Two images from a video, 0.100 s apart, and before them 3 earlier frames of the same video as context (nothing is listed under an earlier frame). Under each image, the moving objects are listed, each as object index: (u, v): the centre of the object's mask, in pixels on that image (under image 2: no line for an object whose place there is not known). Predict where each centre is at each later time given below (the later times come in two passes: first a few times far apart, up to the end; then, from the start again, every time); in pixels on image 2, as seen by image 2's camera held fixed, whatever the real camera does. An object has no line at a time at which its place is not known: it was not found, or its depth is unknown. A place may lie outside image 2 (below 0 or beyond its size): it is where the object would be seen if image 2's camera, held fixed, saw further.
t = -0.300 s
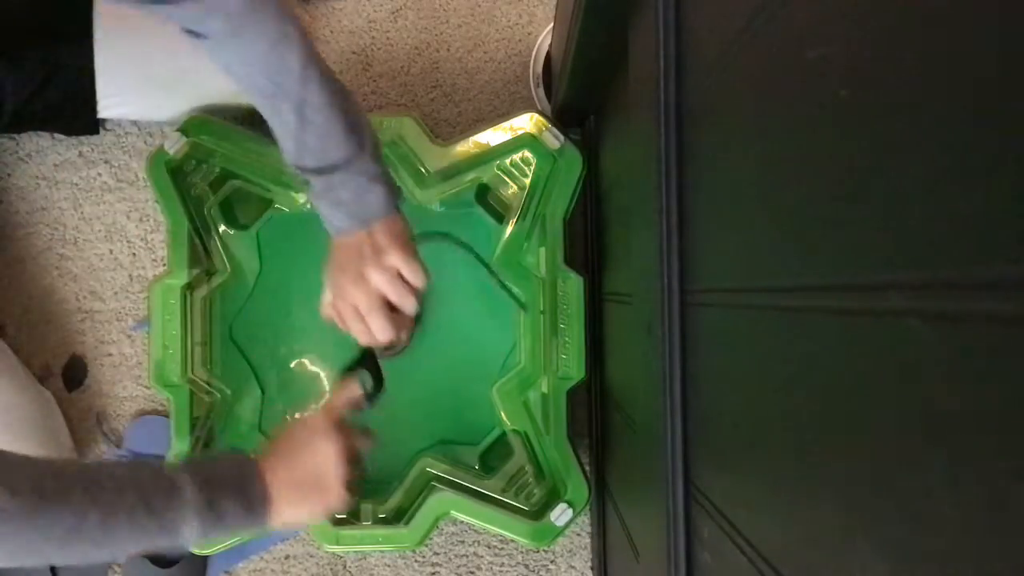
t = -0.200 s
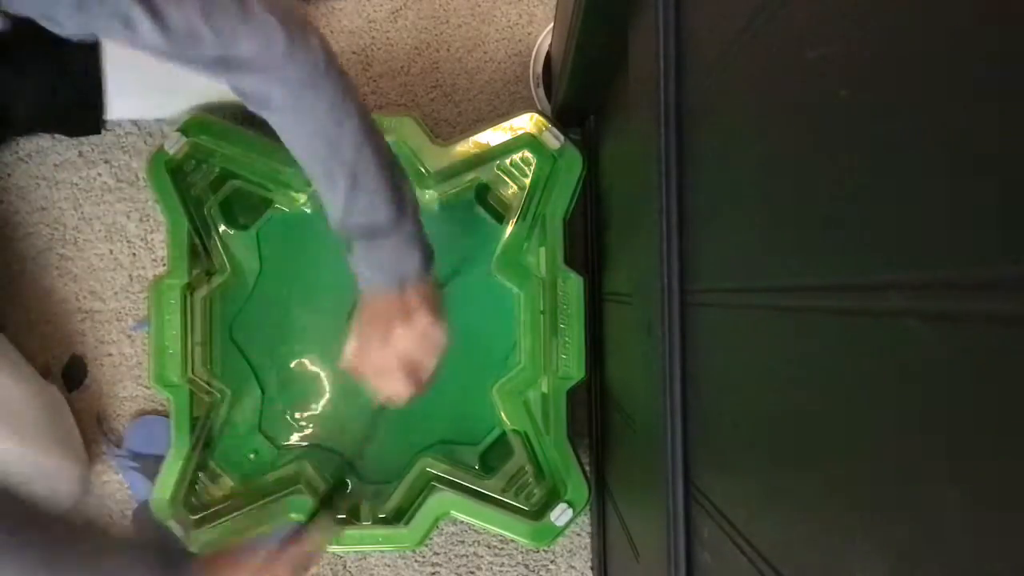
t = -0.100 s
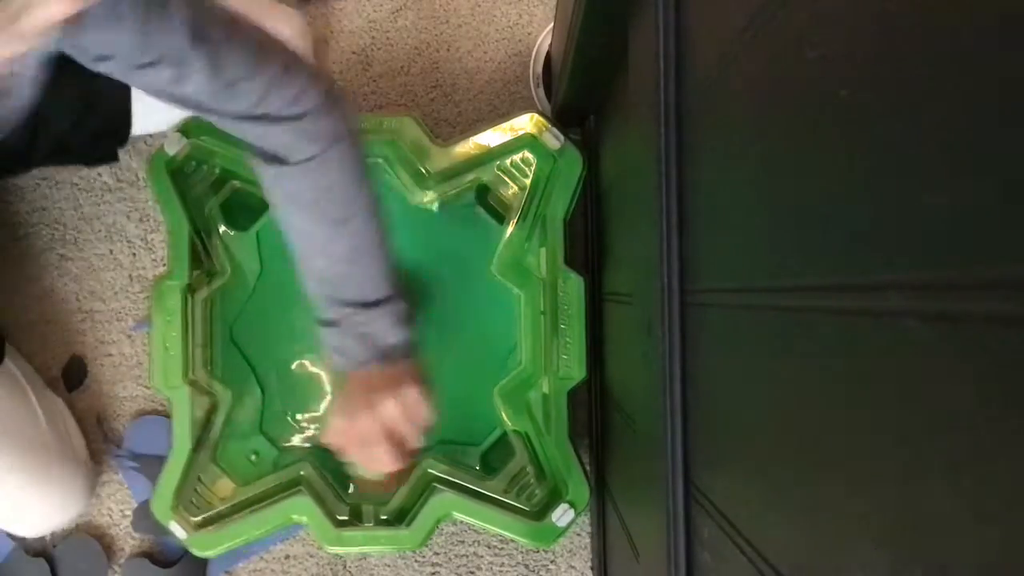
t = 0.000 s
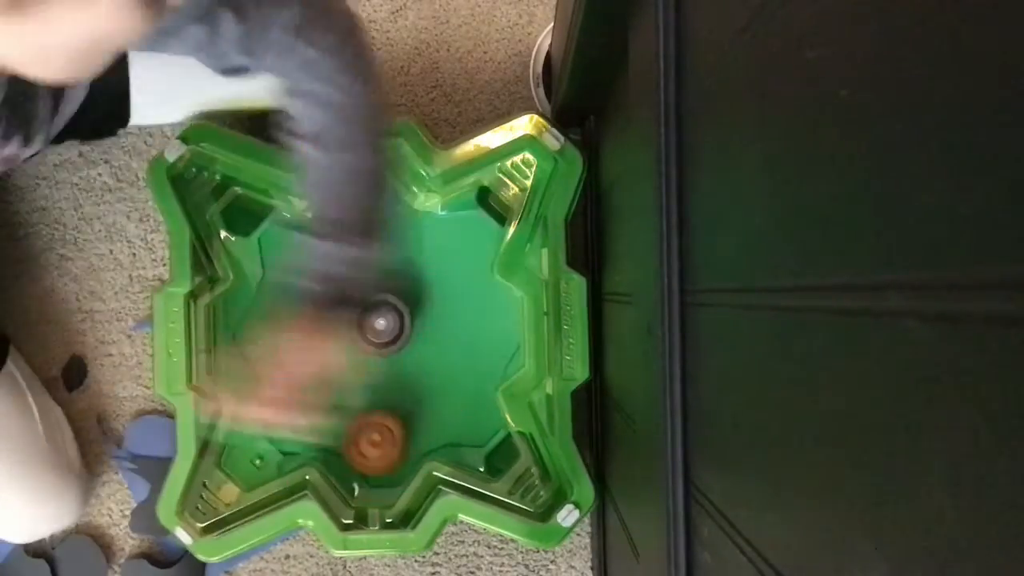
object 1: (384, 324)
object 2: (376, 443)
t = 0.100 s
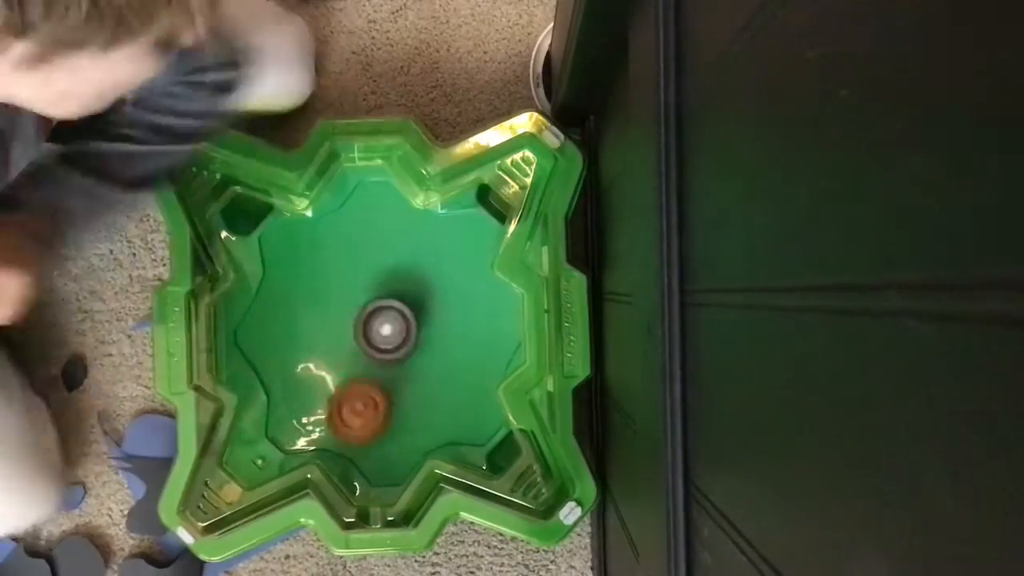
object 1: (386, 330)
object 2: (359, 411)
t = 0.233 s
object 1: (425, 300)
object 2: (294, 399)
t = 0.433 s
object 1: (468, 281)
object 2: (252, 431)
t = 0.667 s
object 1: (437, 325)
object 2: (252, 419)
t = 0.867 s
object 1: (380, 327)
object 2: (245, 420)
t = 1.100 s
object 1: (350, 297)
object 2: (259, 421)
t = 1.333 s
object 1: (369, 276)
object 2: (316, 327)
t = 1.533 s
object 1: (398, 285)
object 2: (315, 307)
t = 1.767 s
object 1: (392, 328)
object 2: (323, 329)
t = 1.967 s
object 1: (450, 362)
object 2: (321, 319)
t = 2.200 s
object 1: (424, 405)
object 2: (341, 306)
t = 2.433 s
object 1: (384, 363)
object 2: (350, 288)
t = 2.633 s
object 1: (382, 345)
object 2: (339, 266)
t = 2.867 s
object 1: (398, 341)
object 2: (353, 291)
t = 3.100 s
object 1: (407, 352)
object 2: (364, 271)
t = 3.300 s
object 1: (400, 350)
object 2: (366, 278)
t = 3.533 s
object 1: (395, 355)
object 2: (371, 288)
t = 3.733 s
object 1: (389, 370)
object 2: (373, 280)
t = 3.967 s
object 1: (375, 376)
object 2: (393, 275)
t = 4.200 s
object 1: (363, 359)
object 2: (377, 280)
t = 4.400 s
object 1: (356, 372)
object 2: (397, 277)
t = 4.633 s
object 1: (369, 354)
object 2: (397, 287)
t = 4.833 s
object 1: (373, 362)
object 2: (403, 289)
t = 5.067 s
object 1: (369, 368)
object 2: (413, 277)
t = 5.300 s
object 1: (369, 355)
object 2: (382, 277)
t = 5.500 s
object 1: (374, 372)
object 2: (387, 306)
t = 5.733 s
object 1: (350, 434)
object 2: (393, 211)
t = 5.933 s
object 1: (364, 361)
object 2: (340, 240)
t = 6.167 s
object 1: (424, 365)
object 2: (338, 299)
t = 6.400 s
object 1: (447, 346)
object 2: (388, 310)
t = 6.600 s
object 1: (455, 324)
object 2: (386, 276)
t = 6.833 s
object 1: (433, 288)
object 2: (369, 307)
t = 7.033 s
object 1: (413, 269)
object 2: (396, 358)
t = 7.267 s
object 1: (367, 273)
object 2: (434, 333)
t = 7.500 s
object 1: (311, 293)
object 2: (395, 313)
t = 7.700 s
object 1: (294, 318)
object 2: (385, 347)
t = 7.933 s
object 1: (318, 358)
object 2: (402, 352)
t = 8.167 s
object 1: (358, 389)
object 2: (388, 327)
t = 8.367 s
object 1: (376, 392)
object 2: (358, 319)
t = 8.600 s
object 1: (411, 364)
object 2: (344, 338)
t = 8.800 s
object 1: (436, 340)
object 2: (362, 333)
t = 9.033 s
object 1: (439, 318)
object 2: (351, 319)
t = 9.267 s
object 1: (418, 298)
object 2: (358, 326)
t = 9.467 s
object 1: (403, 289)
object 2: (359, 351)
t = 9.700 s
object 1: (381, 272)
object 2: (378, 386)
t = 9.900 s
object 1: (384, 249)
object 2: (405, 440)
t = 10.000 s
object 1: (383, 266)
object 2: (423, 435)
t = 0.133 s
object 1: (387, 332)
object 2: (354, 400)
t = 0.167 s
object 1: (391, 332)
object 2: (345, 389)
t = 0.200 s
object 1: (410, 314)
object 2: (319, 393)
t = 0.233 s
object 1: (425, 300)
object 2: (294, 399)
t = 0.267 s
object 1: (437, 288)
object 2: (271, 405)
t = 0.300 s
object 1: (448, 280)
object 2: (260, 412)
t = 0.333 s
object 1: (454, 276)
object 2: (255, 417)
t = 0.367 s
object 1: (460, 275)
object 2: (246, 421)
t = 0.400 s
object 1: (465, 277)
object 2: (243, 426)
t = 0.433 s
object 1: (468, 281)
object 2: (252, 431)
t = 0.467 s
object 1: (470, 287)
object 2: (253, 432)
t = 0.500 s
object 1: (470, 294)
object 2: (253, 430)
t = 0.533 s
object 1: (467, 301)
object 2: (244, 425)
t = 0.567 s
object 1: (462, 308)
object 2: (242, 422)
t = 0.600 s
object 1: (455, 315)
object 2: (245, 420)
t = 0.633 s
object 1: (447, 320)
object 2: (250, 419)
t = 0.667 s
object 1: (437, 325)
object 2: (252, 419)
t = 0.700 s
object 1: (428, 327)
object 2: (253, 420)
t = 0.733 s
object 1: (418, 329)
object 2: (253, 418)
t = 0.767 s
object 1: (408, 330)
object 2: (252, 417)
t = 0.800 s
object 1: (398, 329)
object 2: (251, 416)
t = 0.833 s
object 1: (389, 328)
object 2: (249, 417)
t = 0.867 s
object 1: (380, 327)
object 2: (245, 420)
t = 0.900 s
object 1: (372, 325)
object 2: (242, 425)
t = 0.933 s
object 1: (366, 322)
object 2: (241, 431)
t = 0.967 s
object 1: (361, 319)
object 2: (244, 438)
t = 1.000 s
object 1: (358, 314)
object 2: (246, 442)
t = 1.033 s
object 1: (354, 308)
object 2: (253, 441)
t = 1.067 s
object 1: (351, 302)
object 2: (256, 434)
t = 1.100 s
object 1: (350, 297)
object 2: (259, 421)
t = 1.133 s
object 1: (349, 292)
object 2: (263, 403)
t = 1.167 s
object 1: (349, 289)
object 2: (269, 384)
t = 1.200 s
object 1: (349, 287)
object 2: (278, 366)
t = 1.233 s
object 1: (350, 286)
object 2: (291, 351)
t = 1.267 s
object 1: (352, 286)
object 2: (304, 338)
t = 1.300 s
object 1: (359, 281)
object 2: (311, 331)
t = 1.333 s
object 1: (369, 276)
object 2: (316, 327)
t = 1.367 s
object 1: (378, 272)
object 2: (318, 323)
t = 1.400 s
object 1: (384, 271)
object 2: (320, 320)
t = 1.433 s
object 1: (389, 273)
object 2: (320, 316)
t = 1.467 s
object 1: (393, 276)
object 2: (320, 313)
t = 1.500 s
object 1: (396, 280)
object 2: (318, 310)
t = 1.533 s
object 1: (398, 285)
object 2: (315, 307)
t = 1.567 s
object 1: (399, 291)
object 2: (312, 305)
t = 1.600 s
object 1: (399, 298)
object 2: (308, 305)
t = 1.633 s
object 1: (399, 304)
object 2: (305, 308)
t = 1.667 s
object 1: (398, 310)
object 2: (304, 314)
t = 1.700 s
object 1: (396, 317)
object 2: (306, 321)
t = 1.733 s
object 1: (394, 323)
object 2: (313, 326)
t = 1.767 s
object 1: (392, 328)
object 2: (323, 329)
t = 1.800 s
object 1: (400, 333)
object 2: (326, 328)
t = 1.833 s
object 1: (418, 338)
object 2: (322, 324)
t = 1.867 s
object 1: (432, 345)
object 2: (321, 321)
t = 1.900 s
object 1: (441, 350)
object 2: (321, 320)
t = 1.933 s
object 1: (448, 356)
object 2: (321, 319)
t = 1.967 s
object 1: (450, 362)
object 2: (321, 319)
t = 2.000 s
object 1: (451, 369)
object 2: (322, 319)
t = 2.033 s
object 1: (451, 377)
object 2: (324, 318)
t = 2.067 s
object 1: (448, 385)
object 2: (326, 316)
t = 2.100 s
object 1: (444, 393)
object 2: (330, 314)
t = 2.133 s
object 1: (438, 400)
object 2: (333, 312)
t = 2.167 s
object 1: (431, 404)
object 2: (338, 309)
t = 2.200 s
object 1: (424, 405)
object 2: (341, 306)
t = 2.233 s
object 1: (417, 404)
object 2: (344, 302)
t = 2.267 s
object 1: (410, 400)
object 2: (346, 297)
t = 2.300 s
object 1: (404, 395)
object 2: (346, 294)
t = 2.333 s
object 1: (398, 388)
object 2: (347, 291)
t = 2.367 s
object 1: (392, 381)
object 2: (348, 289)
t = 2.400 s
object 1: (388, 372)
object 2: (349, 288)
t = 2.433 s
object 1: (384, 363)
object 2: (350, 288)
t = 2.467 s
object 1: (381, 354)
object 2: (352, 288)
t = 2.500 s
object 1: (379, 348)
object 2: (353, 286)
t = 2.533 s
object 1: (379, 348)
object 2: (351, 277)
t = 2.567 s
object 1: (380, 347)
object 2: (348, 270)
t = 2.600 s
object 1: (381, 346)
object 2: (344, 266)
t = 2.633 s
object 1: (382, 345)
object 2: (339, 266)
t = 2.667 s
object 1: (383, 343)
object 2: (335, 270)
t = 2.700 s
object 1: (384, 340)
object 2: (334, 275)
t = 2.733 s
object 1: (385, 338)
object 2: (335, 281)
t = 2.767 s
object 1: (386, 336)
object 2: (338, 288)
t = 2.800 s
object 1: (391, 338)
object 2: (341, 289)
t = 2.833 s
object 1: (395, 340)
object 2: (346, 290)
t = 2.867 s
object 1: (398, 341)
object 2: (353, 291)
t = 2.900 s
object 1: (402, 345)
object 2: (358, 288)
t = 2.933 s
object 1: (406, 349)
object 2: (360, 284)
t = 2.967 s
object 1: (408, 351)
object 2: (363, 280)
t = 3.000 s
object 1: (409, 353)
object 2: (365, 277)
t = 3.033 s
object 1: (409, 353)
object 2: (365, 274)
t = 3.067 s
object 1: (408, 353)
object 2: (365, 272)
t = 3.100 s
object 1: (407, 352)
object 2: (364, 271)
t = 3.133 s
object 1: (405, 351)
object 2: (364, 272)
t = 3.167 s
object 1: (403, 349)
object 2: (364, 274)
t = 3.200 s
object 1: (400, 346)
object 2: (365, 277)
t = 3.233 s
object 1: (398, 344)
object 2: (366, 281)
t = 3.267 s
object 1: (398, 345)
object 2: (367, 281)
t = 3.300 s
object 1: (400, 350)
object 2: (366, 278)
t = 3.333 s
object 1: (400, 353)
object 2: (365, 276)
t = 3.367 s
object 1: (400, 354)
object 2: (365, 276)
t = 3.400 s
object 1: (399, 355)
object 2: (365, 277)
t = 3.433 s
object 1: (398, 355)
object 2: (365, 280)
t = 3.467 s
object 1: (396, 354)
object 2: (367, 284)
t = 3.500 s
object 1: (394, 352)
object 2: (369, 288)
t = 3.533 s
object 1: (395, 355)
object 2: (371, 288)
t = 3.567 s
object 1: (395, 362)
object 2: (371, 283)
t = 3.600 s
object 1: (395, 367)
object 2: (371, 279)
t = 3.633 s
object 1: (394, 369)
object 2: (372, 278)
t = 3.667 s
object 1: (392, 370)
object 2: (372, 277)
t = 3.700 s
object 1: (391, 370)
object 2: (373, 278)
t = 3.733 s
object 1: (389, 370)
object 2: (373, 280)
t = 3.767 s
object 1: (388, 368)
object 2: (374, 283)
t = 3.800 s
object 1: (386, 366)
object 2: (375, 287)
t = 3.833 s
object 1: (385, 363)
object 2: (377, 290)
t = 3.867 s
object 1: (384, 361)
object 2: (380, 294)
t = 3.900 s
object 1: (382, 367)
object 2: (385, 288)
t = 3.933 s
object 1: (378, 373)
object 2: (389, 281)
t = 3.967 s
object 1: (375, 376)
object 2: (393, 275)
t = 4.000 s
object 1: (372, 377)
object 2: (394, 270)
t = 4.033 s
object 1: (369, 377)
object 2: (392, 266)
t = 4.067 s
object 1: (367, 375)
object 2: (390, 264)
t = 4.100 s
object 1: (365, 372)
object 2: (386, 264)
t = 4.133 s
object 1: (364, 368)
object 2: (382, 268)
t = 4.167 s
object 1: (363, 364)
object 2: (379, 272)
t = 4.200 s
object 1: (363, 359)
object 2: (377, 280)
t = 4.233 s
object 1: (364, 355)
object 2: (377, 287)
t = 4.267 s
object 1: (362, 362)
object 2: (381, 285)
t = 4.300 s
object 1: (360, 367)
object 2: (386, 282)
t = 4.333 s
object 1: (357, 371)
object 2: (391, 279)
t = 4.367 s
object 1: (357, 372)
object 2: (394, 278)
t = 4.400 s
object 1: (356, 372)
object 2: (397, 277)
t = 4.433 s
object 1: (357, 372)
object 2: (398, 276)
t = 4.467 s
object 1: (358, 369)
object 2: (398, 276)
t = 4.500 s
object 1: (359, 367)
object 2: (399, 277)
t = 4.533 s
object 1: (361, 364)
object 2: (399, 279)
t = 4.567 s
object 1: (363, 360)
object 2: (398, 280)
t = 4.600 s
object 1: (366, 357)
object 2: (398, 284)
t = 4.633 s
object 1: (369, 354)
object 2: (397, 287)
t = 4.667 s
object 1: (371, 353)
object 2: (397, 290)
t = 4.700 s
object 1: (371, 357)
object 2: (400, 288)
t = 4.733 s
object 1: (371, 360)
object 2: (401, 288)
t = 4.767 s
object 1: (372, 362)
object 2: (402, 288)
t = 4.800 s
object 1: (372, 362)
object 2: (403, 288)
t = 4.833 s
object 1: (373, 362)
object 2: (403, 289)
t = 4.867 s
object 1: (374, 360)
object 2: (403, 290)
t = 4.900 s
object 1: (376, 358)
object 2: (403, 292)
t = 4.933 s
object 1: (377, 356)
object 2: (403, 294)
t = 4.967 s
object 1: (377, 356)
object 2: (404, 294)
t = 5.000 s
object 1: (375, 359)
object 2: (408, 291)
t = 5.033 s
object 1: (372, 365)
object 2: (412, 284)
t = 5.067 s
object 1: (369, 368)
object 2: (413, 277)
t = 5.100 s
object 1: (367, 369)
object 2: (413, 271)
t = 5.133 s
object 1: (366, 368)
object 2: (411, 267)
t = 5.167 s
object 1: (365, 367)
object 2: (407, 263)
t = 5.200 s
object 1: (366, 365)
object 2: (402, 263)
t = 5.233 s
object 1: (366, 362)
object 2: (395, 265)
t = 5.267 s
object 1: (367, 359)
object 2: (388, 269)
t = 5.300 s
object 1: (369, 355)
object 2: (382, 277)
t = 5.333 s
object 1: (372, 353)
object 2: (378, 285)
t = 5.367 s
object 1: (373, 360)
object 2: (378, 288)
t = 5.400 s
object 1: (373, 365)
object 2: (378, 291)
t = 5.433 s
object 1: (373, 369)
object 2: (381, 296)
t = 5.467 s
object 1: (374, 371)
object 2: (383, 300)
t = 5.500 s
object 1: (374, 372)
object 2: (387, 306)
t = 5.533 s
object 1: (373, 387)
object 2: (395, 295)
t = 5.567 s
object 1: (367, 413)
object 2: (402, 276)
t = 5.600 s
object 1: (361, 433)
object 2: (407, 261)
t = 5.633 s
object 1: (354, 445)
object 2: (409, 246)
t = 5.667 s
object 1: (351, 449)
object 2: (406, 233)
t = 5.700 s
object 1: (350, 443)
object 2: (400, 222)
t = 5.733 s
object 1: (350, 434)
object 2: (393, 211)
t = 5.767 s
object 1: (352, 423)
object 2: (383, 204)
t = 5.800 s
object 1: (354, 411)
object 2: (371, 202)
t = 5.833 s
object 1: (355, 398)
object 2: (359, 203)
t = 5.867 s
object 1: (357, 385)
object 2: (349, 210)
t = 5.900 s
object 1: (361, 372)
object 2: (344, 224)
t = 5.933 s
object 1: (364, 361)
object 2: (340, 240)
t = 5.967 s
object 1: (369, 351)
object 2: (338, 258)
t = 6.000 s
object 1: (374, 342)
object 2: (339, 277)
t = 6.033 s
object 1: (385, 346)
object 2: (340, 286)
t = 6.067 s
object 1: (399, 354)
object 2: (337, 288)
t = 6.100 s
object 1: (410, 359)
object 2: (335, 291)
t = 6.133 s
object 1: (417, 363)
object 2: (336, 295)
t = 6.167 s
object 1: (424, 365)
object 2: (338, 299)
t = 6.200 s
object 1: (429, 365)
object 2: (341, 303)
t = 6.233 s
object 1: (432, 364)
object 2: (347, 308)
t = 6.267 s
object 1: (436, 362)
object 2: (355, 311)
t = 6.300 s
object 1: (438, 358)
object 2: (364, 314)
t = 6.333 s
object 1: (439, 353)
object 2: (374, 315)
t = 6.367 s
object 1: (441, 348)
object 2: (384, 315)
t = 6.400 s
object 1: (447, 346)
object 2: (388, 310)
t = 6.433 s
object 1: (452, 344)
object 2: (391, 302)
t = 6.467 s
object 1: (455, 341)
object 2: (393, 296)
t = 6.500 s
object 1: (456, 338)
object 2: (394, 289)
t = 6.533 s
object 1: (457, 334)
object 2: (393, 283)
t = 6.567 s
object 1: (457, 329)
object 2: (390, 279)
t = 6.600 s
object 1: (455, 324)
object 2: (386, 276)
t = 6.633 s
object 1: (453, 319)
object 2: (382, 276)
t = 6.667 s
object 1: (450, 313)
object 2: (378, 277)
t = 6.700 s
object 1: (448, 308)
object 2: (374, 280)
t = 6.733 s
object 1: (444, 303)
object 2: (371, 285)
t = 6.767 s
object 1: (441, 297)
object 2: (369, 291)
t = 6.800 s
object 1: (437, 293)
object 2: (368, 299)
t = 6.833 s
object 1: (433, 288)
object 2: (369, 307)
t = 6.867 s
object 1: (429, 284)
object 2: (372, 315)
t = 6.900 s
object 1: (427, 279)
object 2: (373, 326)
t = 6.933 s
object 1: (425, 275)
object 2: (376, 336)
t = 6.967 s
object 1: (422, 272)
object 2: (381, 346)
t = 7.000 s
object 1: (418, 270)
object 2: (388, 353)
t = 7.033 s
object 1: (413, 269)
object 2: (396, 358)
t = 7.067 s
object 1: (407, 268)
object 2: (404, 362)
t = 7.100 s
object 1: (401, 268)
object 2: (413, 362)
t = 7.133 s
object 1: (394, 268)
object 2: (421, 360)
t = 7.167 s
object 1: (387, 268)
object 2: (427, 356)
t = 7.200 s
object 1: (381, 269)
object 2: (432, 349)
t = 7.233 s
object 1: (374, 271)
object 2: (434, 342)
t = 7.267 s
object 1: (367, 273)
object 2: (434, 333)
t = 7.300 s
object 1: (360, 276)
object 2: (430, 325)
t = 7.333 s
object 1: (353, 279)
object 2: (425, 318)
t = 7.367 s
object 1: (348, 283)
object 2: (417, 312)
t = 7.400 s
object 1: (342, 286)
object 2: (408, 307)
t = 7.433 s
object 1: (330, 289)
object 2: (403, 307)
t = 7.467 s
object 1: (319, 291)
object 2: (399, 310)
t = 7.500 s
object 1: (311, 293)
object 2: (395, 313)
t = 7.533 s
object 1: (304, 296)
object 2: (391, 318)
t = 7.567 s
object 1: (299, 299)
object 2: (388, 323)
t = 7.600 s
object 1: (295, 303)
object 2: (385, 330)
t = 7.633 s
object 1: (294, 307)
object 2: (384, 335)
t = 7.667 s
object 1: (293, 312)
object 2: (384, 341)
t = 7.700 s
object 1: (294, 318)
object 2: (385, 347)
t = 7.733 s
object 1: (295, 323)
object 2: (387, 352)
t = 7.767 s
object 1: (298, 329)
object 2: (390, 355)
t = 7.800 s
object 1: (301, 335)
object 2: (393, 357)
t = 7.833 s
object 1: (304, 341)
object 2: (396, 357)
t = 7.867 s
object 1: (309, 347)
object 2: (398, 356)
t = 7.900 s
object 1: (314, 353)
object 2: (400, 354)
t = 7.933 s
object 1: (318, 358)
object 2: (402, 352)
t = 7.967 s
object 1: (323, 364)
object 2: (403, 349)
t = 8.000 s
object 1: (329, 370)
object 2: (402, 346)
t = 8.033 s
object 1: (335, 375)
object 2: (401, 342)
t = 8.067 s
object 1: (342, 379)
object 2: (398, 339)
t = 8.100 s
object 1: (349, 383)
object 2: (394, 336)
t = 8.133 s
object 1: (354, 386)
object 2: (391, 331)
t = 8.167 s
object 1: (358, 389)
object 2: (388, 327)
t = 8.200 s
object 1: (361, 391)
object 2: (384, 323)
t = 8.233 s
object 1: (364, 391)
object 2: (379, 321)
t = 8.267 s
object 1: (367, 393)
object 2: (373, 318)
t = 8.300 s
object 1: (370, 393)
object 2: (367, 317)
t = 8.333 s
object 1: (374, 393)
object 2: (362, 318)
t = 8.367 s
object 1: (376, 392)
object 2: (358, 319)
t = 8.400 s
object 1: (379, 390)
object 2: (353, 323)
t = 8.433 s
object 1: (383, 386)
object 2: (349, 326)
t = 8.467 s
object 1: (388, 381)
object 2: (347, 329)
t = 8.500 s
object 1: (394, 378)
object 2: (343, 332)
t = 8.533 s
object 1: (400, 373)
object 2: (342, 334)
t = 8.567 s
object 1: (406, 368)
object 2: (342, 336)
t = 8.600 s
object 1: (411, 364)
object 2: (344, 338)
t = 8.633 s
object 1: (414, 359)
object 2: (346, 339)
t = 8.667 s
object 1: (418, 355)
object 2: (350, 341)
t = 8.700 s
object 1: (421, 351)
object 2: (355, 340)
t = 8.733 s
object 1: (424, 348)
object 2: (361, 339)
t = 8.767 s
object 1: (430, 345)
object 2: (363, 337)
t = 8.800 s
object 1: (436, 340)
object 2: (362, 333)
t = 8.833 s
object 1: (440, 336)
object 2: (360, 330)
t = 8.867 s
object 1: (441, 332)
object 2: (358, 327)
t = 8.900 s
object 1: (442, 329)
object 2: (357, 324)
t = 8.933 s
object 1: (442, 326)
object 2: (354, 322)
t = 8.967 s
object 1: (442, 324)
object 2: (353, 320)
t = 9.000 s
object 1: (441, 321)
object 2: (351, 319)
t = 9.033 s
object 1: (439, 318)
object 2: (351, 319)
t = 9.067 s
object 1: (437, 315)
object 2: (350, 319)
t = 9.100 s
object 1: (434, 312)
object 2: (350, 319)
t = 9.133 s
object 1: (431, 309)
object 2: (350, 320)
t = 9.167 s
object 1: (428, 306)
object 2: (352, 321)
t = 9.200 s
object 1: (424, 304)
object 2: (355, 323)
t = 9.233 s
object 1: (420, 301)
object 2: (358, 324)
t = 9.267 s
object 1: (418, 298)
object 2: (358, 326)
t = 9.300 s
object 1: (419, 294)
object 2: (354, 333)
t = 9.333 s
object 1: (417, 292)
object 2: (353, 337)
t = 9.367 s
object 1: (415, 290)
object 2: (352, 341)
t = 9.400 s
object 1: (411, 289)
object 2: (353, 345)
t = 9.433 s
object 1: (407, 289)
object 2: (356, 349)
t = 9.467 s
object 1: (403, 289)
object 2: (359, 351)
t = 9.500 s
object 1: (399, 289)
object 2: (364, 352)
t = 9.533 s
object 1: (395, 290)
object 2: (368, 351)
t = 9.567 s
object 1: (392, 290)
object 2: (370, 353)
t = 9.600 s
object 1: (389, 290)
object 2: (372, 356)
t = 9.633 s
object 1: (385, 292)
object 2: (375, 358)
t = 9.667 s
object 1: (382, 292)
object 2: (378, 364)
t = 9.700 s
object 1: (381, 272)
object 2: (378, 386)
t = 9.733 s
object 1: (380, 258)
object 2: (380, 402)
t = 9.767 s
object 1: (381, 249)
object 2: (383, 414)
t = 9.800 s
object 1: (381, 244)
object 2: (388, 423)
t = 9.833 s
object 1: (382, 243)
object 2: (393, 430)
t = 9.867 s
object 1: (383, 245)
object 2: (399, 437)
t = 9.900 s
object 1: (384, 249)
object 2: (405, 440)
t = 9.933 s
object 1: (383, 254)
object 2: (411, 441)
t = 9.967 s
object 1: (383, 260)
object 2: (419, 439)
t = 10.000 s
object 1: (383, 266)
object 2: (423, 435)
